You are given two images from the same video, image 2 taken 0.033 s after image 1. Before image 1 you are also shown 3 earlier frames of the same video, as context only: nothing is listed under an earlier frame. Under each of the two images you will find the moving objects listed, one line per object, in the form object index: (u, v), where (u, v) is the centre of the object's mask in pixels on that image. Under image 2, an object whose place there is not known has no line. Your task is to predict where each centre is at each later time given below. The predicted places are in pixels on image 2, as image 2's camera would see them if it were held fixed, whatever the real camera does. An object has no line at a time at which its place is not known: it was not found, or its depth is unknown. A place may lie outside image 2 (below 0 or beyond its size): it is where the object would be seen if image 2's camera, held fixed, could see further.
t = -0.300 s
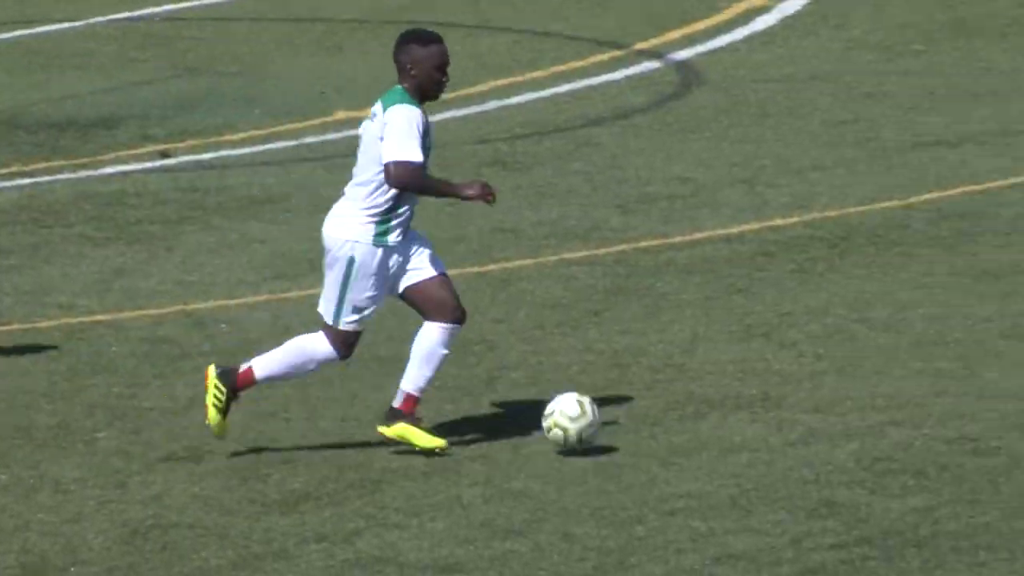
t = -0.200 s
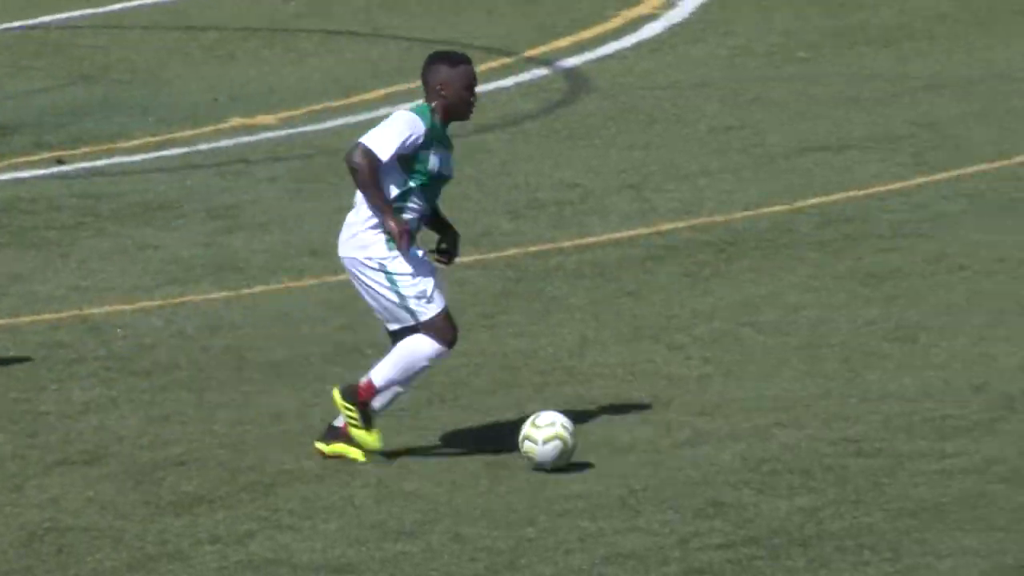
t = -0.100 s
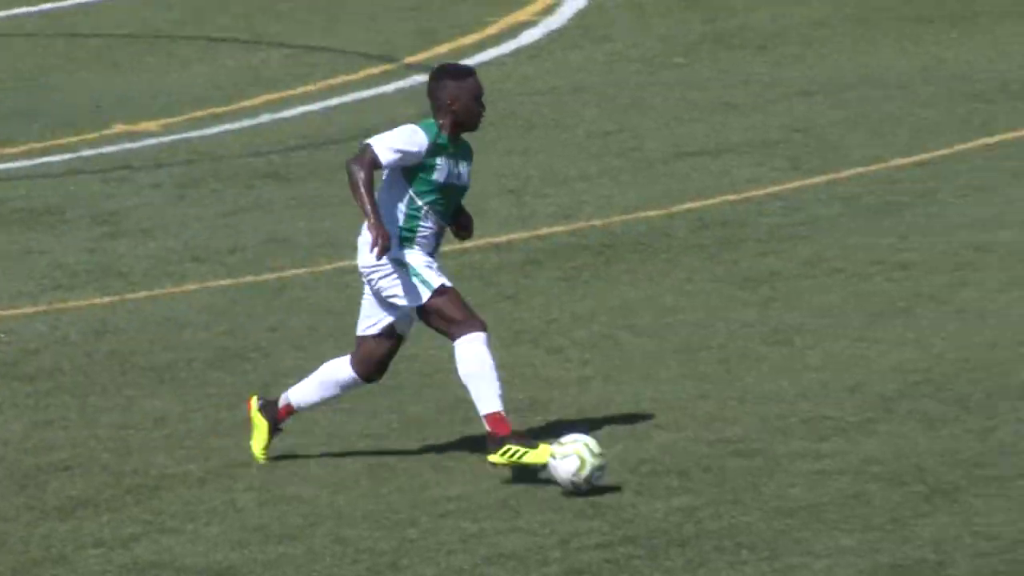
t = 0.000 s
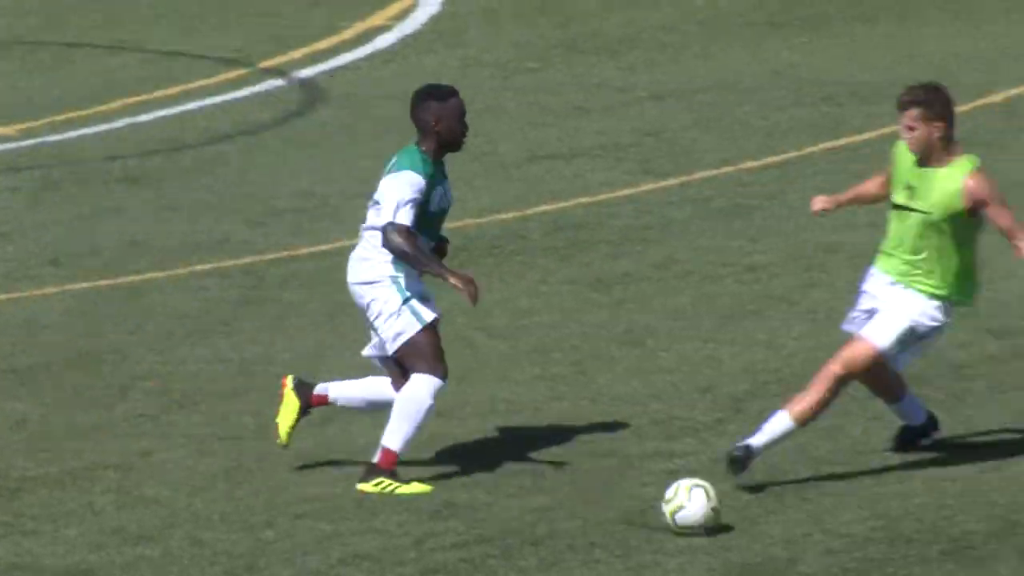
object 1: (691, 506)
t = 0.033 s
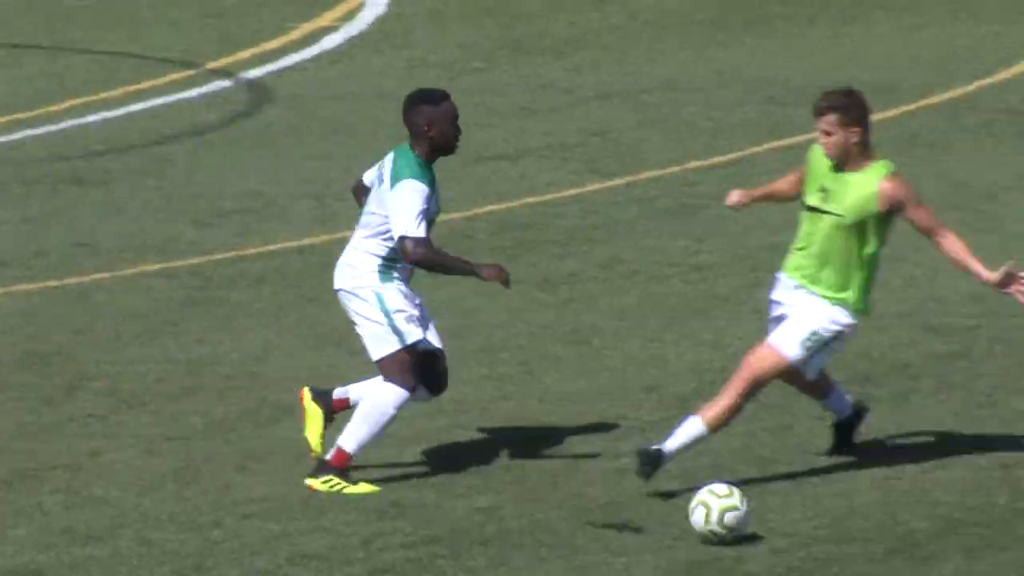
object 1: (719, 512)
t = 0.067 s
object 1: (804, 526)
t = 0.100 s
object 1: (894, 543)
